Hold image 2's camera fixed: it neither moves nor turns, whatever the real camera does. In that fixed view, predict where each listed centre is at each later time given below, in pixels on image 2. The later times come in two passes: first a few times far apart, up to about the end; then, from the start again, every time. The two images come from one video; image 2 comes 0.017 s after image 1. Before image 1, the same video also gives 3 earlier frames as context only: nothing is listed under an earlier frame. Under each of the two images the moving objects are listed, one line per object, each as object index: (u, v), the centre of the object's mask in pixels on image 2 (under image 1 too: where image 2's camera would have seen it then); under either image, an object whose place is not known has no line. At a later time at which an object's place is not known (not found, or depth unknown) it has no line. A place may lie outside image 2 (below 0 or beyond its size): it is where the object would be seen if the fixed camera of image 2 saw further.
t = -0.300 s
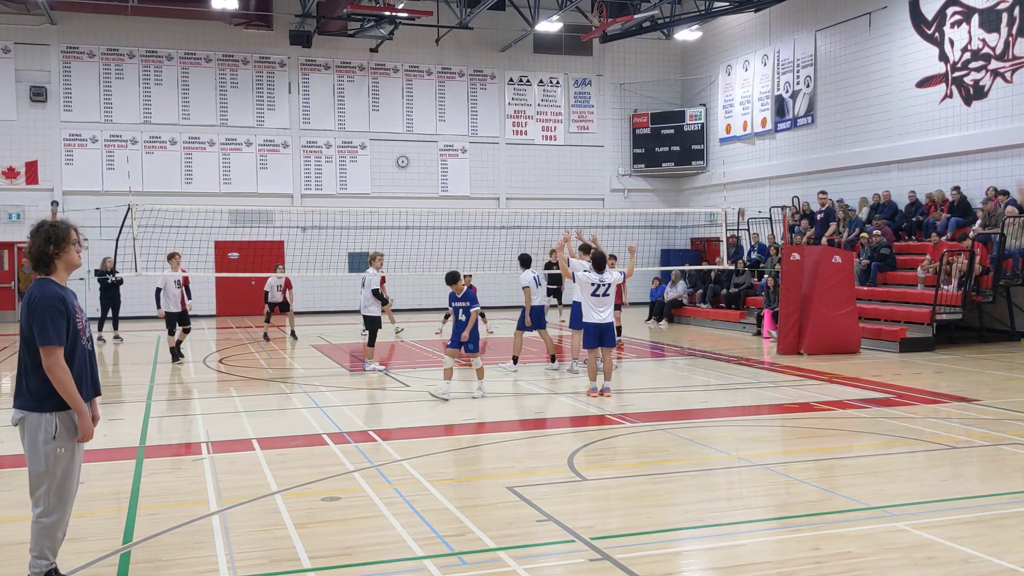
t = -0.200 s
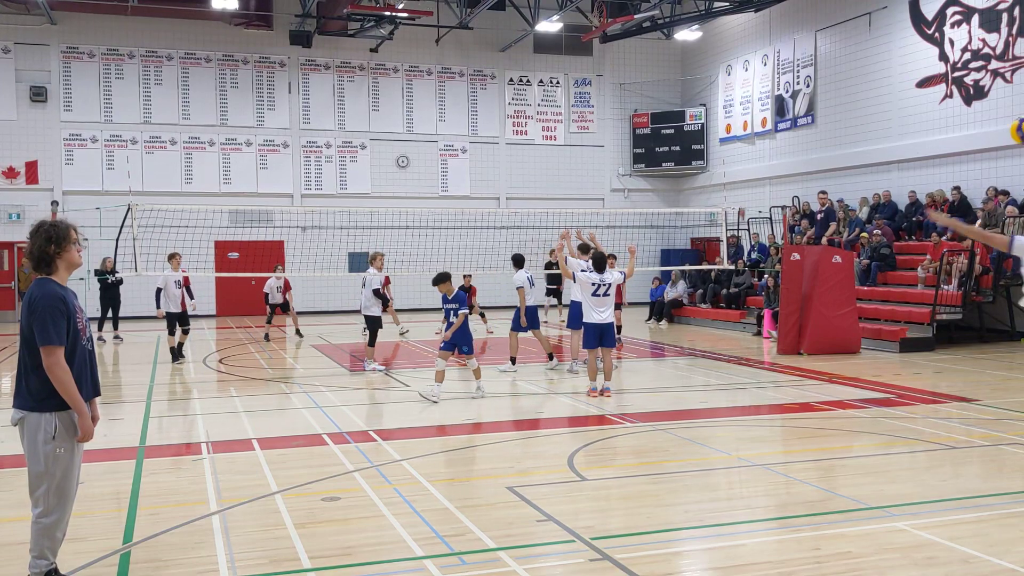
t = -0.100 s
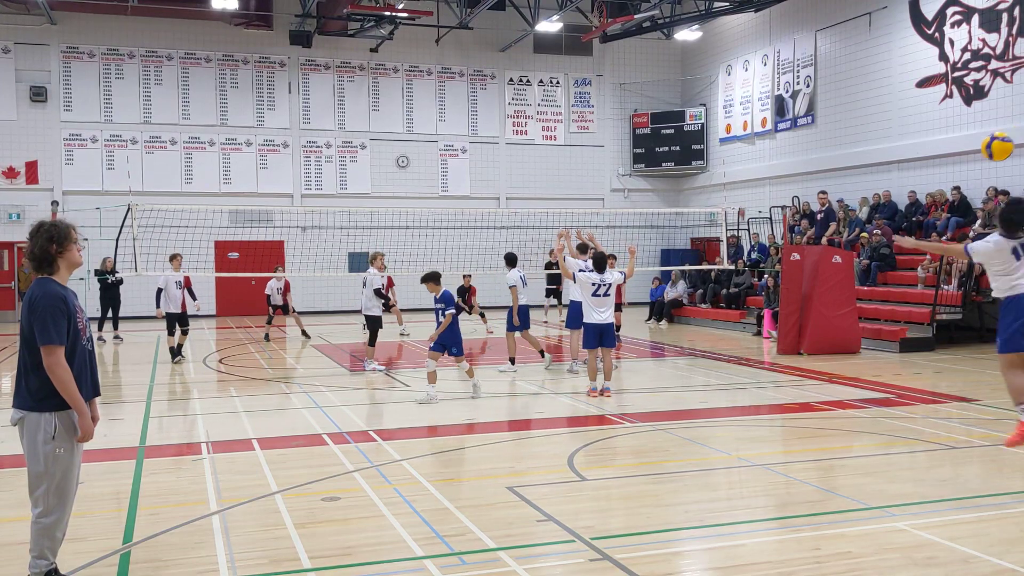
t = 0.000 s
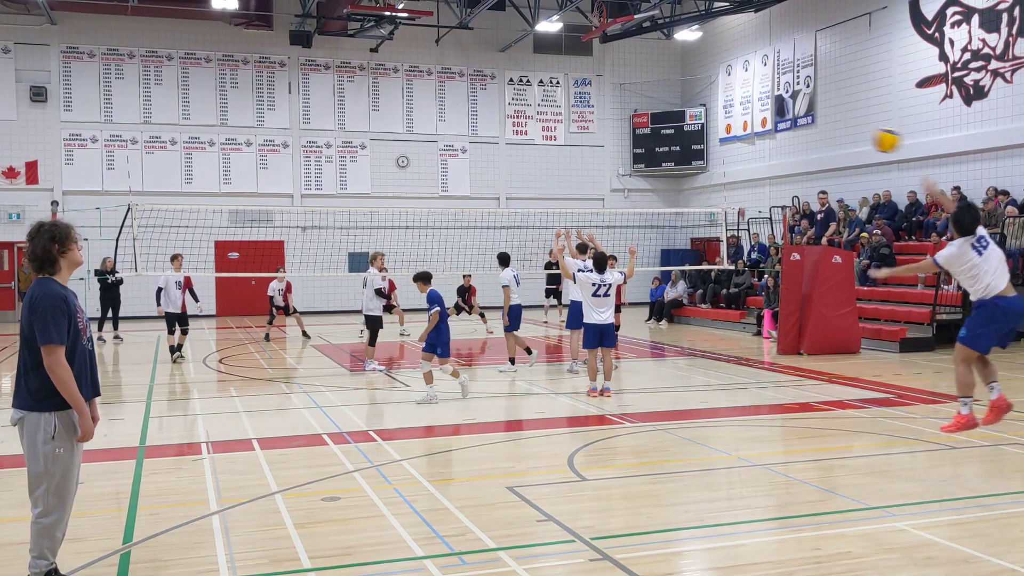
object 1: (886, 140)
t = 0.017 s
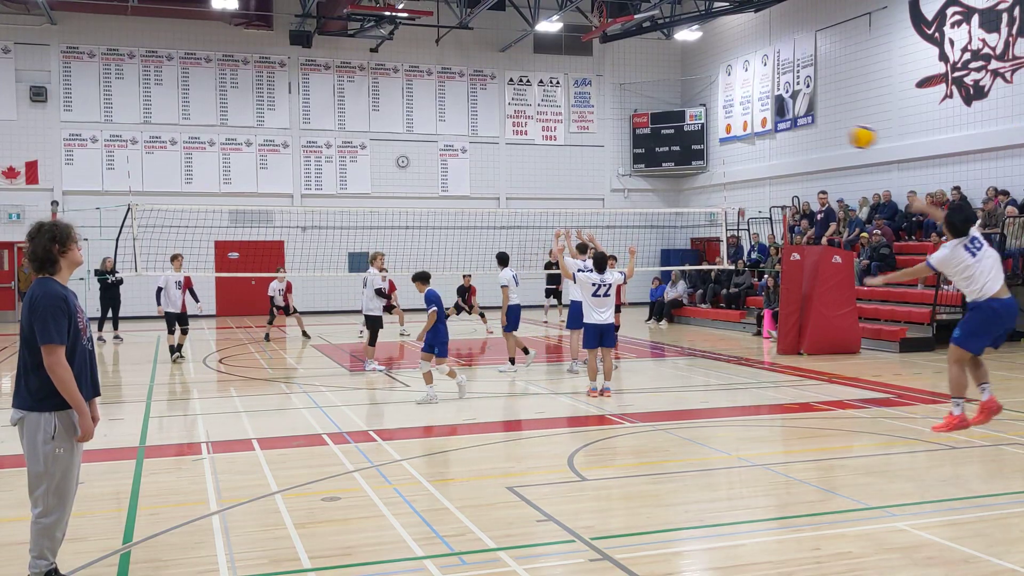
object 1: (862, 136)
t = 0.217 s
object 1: (665, 119)
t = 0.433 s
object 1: (545, 136)
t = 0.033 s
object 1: (839, 133)
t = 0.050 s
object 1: (819, 130)
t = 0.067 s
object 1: (799, 128)
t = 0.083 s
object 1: (781, 126)
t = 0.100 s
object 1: (763, 124)
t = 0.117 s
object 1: (746, 123)
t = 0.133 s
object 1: (730, 121)
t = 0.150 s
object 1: (716, 120)
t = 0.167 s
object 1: (702, 120)
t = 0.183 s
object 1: (688, 119)
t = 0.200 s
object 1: (676, 119)
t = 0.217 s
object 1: (665, 119)
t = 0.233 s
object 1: (653, 120)
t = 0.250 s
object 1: (641, 120)
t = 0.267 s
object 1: (631, 120)
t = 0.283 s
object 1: (621, 121)
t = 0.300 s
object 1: (611, 122)
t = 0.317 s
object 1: (602, 123)
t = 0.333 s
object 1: (593, 124)
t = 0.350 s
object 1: (583, 125)
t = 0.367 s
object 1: (575, 127)
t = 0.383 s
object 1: (568, 129)
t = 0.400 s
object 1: (560, 131)
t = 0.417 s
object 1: (552, 134)
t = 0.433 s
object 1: (545, 136)
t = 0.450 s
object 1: (539, 138)
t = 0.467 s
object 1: (532, 140)
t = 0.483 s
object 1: (525, 143)
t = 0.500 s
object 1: (519, 146)
